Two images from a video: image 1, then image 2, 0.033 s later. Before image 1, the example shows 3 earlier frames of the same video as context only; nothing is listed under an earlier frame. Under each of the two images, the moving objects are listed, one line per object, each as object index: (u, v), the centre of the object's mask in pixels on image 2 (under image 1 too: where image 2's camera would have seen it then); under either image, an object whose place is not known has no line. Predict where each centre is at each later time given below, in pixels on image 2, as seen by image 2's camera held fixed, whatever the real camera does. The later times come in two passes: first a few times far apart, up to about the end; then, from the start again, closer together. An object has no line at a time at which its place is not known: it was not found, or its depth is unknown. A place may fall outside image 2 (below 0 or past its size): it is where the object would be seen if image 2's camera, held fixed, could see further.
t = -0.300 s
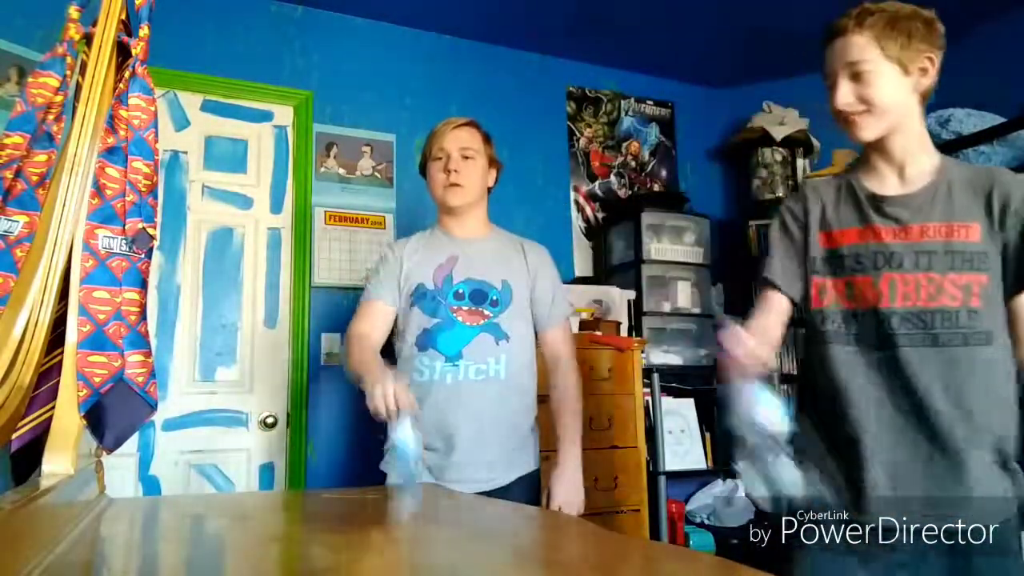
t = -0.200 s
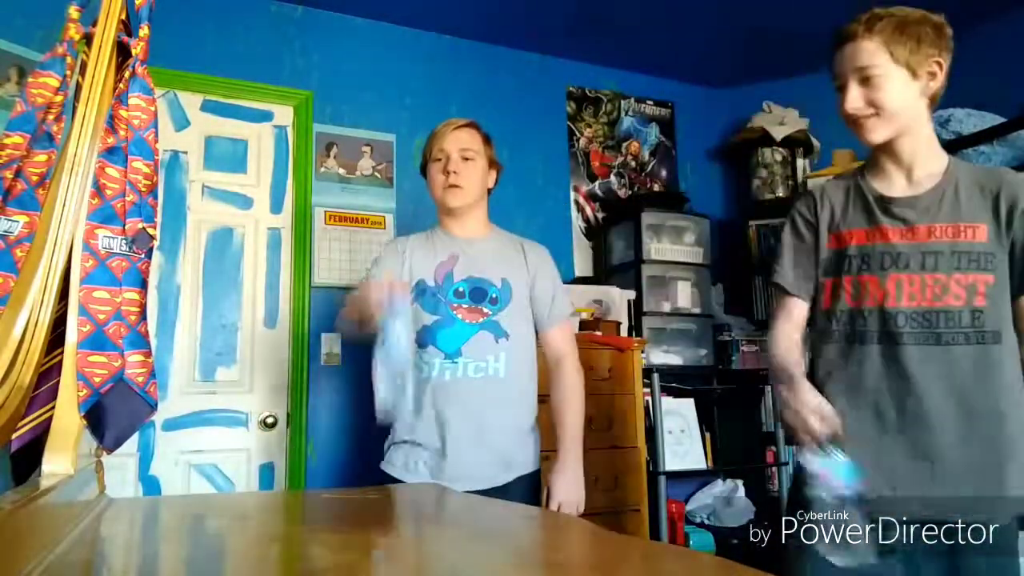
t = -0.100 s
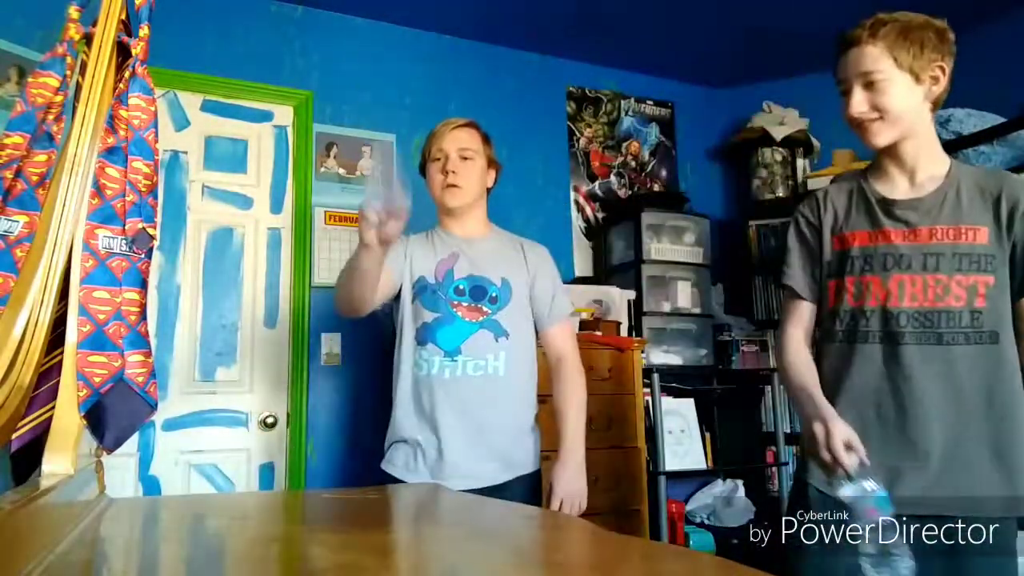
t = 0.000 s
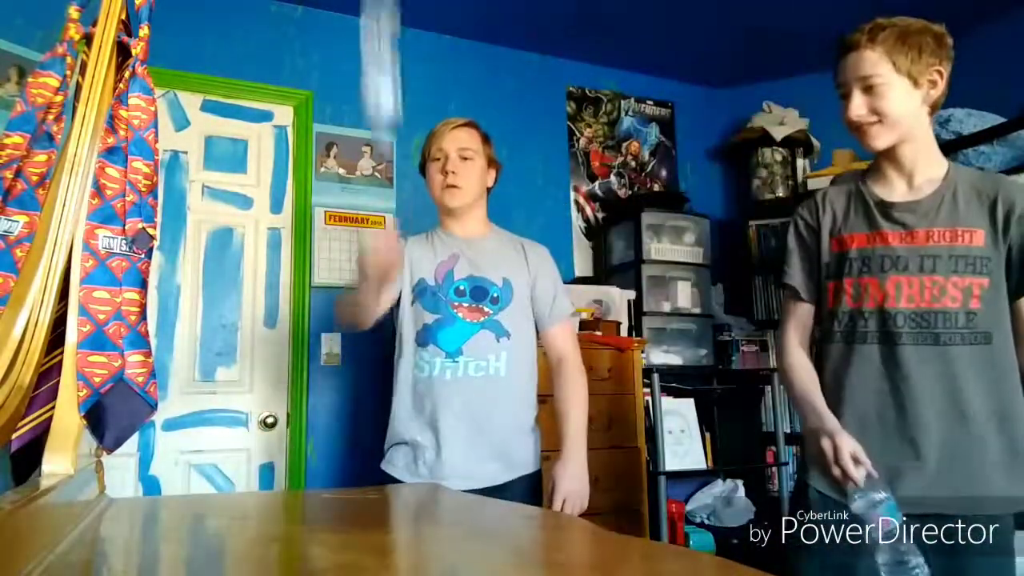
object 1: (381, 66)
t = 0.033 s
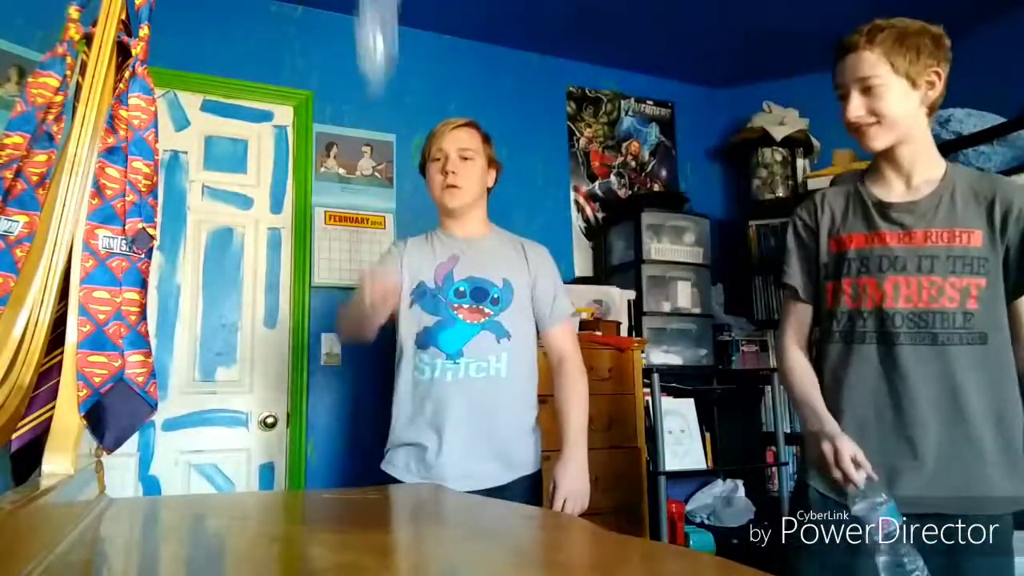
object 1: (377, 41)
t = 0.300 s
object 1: (369, 7)
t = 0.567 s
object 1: (347, 376)
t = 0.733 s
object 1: (348, 438)
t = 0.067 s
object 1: (373, 10)
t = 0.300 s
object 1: (369, 7)
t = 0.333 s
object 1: (367, 20)
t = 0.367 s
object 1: (363, 39)
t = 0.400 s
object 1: (360, 59)
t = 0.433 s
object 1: (358, 92)
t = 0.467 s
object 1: (356, 134)
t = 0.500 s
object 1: (354, 202)
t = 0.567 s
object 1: (347, 376)
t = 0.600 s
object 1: (346, 440)
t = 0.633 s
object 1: (347, 440)
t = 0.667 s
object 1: (348, 439)
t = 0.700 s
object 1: (348, 439)
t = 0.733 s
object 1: (348, 438)
